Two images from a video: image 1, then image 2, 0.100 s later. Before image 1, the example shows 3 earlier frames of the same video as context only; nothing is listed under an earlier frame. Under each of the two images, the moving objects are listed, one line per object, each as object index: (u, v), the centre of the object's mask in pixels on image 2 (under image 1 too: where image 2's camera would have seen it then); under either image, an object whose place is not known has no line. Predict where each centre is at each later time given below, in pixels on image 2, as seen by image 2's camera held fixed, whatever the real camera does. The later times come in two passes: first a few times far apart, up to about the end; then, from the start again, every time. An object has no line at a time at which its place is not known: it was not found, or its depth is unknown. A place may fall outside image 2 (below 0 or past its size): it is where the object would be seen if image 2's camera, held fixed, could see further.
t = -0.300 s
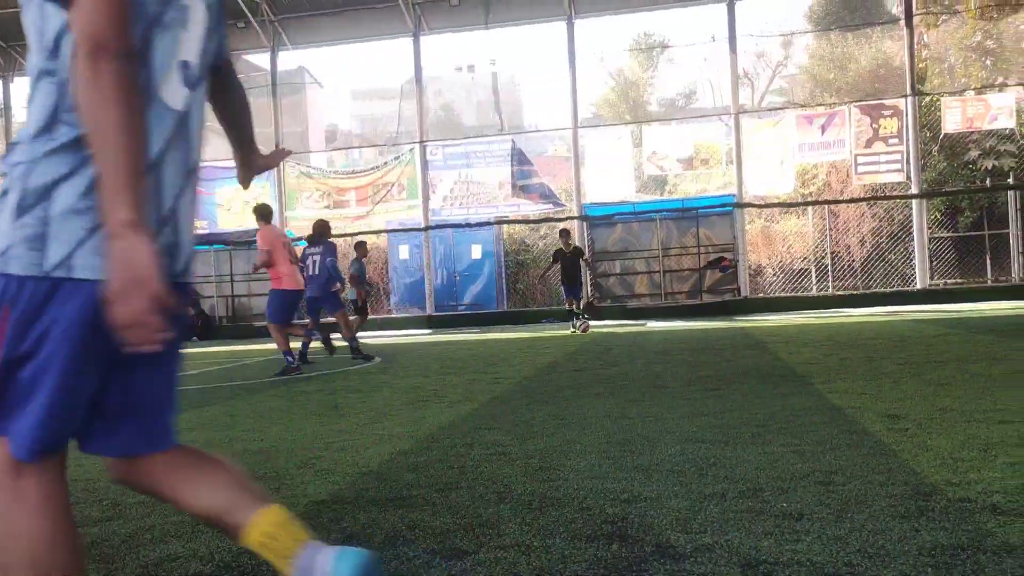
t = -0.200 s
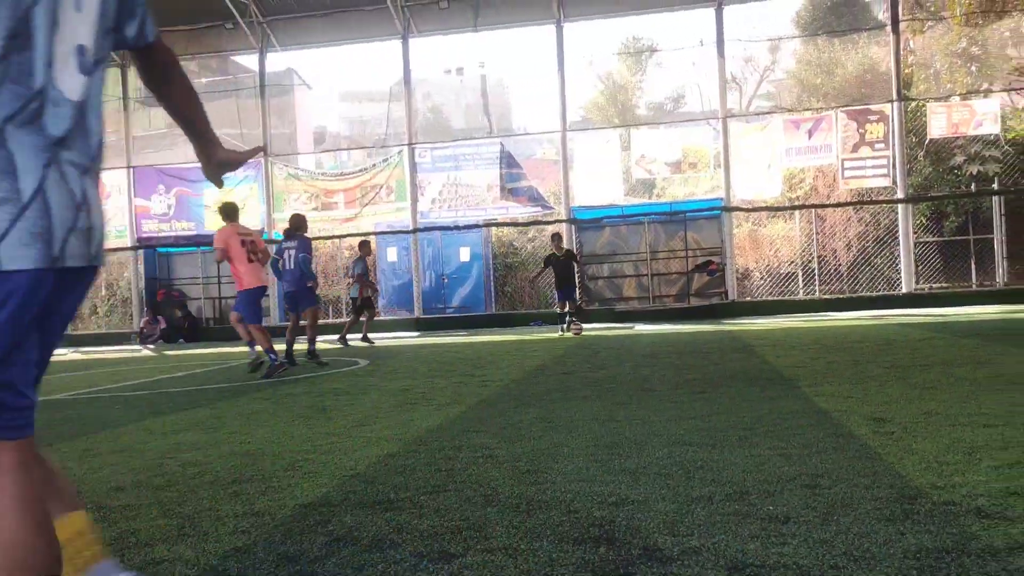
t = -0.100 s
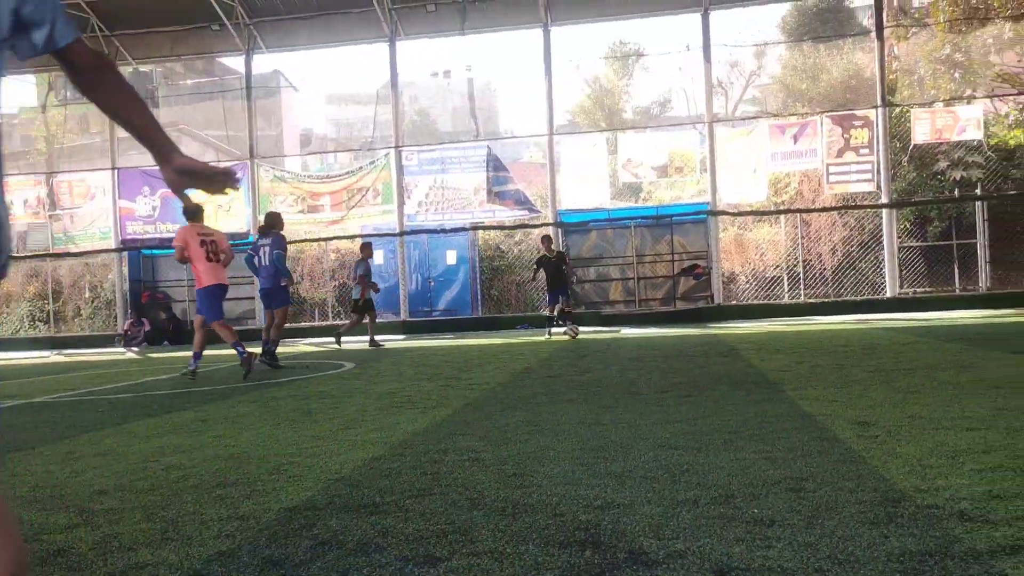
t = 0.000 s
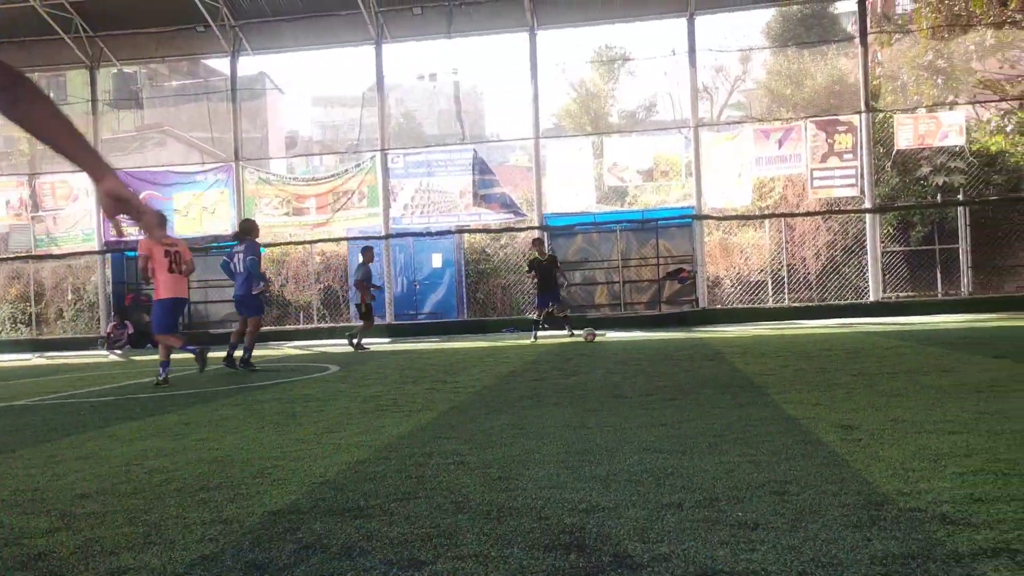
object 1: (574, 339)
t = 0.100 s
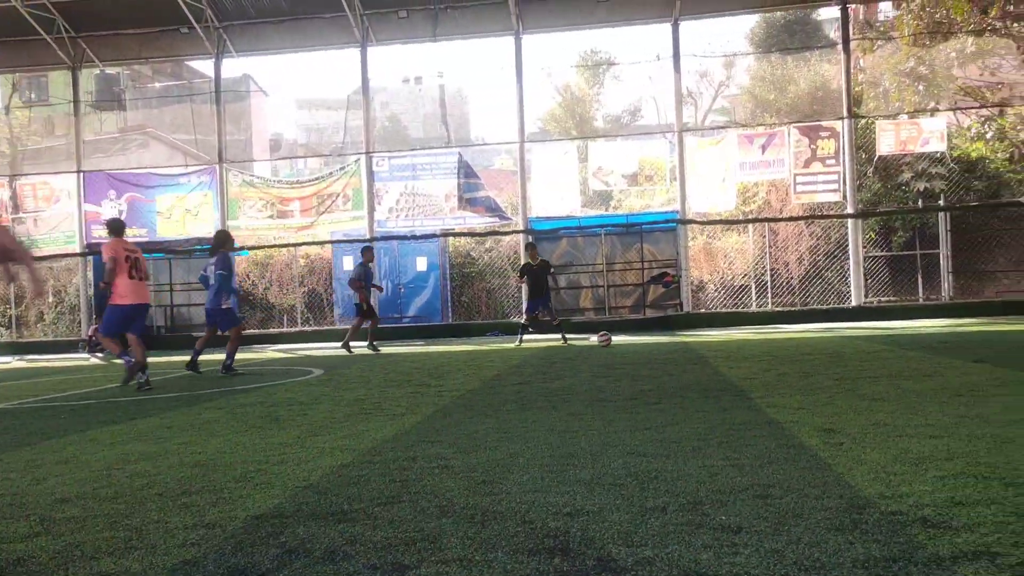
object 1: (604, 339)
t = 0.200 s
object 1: (635, 340)
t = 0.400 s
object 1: (693, 340)
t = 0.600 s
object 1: (749, 342)
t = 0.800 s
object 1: (811, 343)
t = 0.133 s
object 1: (614, 339)
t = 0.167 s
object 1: (625, 339)
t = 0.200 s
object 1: (635, 340)
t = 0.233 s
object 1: (644, 340)
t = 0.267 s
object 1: (655, 340)
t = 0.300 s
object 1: (664, 340)
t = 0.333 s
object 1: (674, 341)
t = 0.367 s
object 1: (684, 340)
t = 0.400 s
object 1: (693, 340)
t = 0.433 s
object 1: (702, 340)
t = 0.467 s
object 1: (712, 342)
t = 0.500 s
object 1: (721, 342)
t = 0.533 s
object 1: (730, 342)
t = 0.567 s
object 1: (739, 342)
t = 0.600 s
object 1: (749, 342)
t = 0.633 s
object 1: (759, 342)
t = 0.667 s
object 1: (769, 342)
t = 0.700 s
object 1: (779, 343)
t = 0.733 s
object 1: (789, 343)
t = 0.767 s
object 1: (800, 343)
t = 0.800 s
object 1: (811, 343)
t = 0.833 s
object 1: (821, 343)
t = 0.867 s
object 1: (834, 344)
